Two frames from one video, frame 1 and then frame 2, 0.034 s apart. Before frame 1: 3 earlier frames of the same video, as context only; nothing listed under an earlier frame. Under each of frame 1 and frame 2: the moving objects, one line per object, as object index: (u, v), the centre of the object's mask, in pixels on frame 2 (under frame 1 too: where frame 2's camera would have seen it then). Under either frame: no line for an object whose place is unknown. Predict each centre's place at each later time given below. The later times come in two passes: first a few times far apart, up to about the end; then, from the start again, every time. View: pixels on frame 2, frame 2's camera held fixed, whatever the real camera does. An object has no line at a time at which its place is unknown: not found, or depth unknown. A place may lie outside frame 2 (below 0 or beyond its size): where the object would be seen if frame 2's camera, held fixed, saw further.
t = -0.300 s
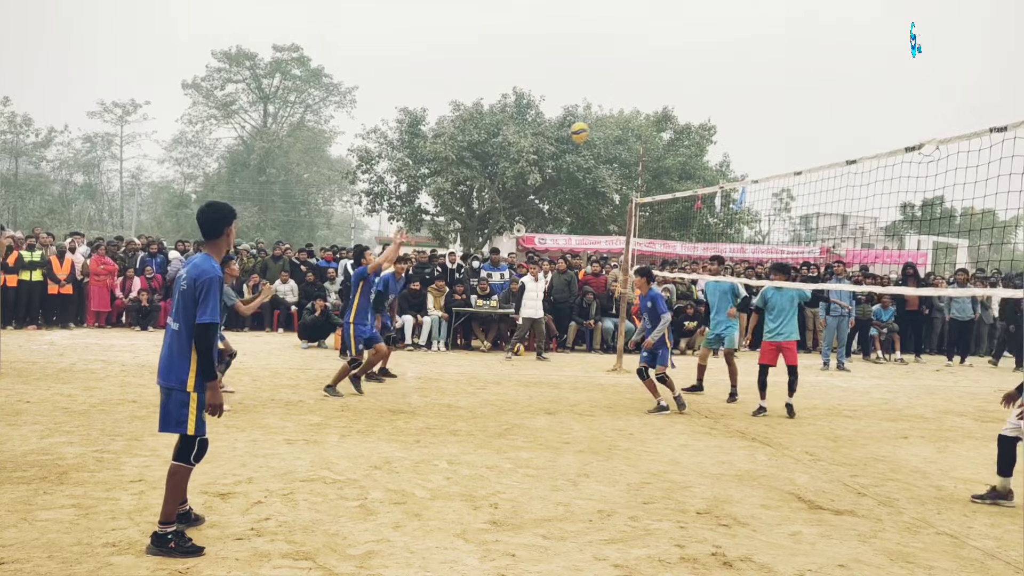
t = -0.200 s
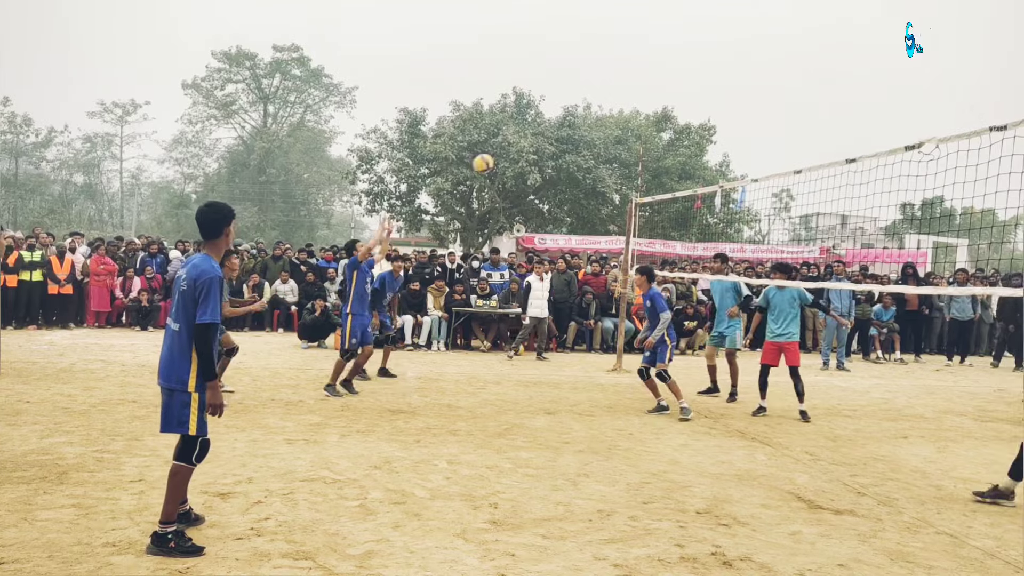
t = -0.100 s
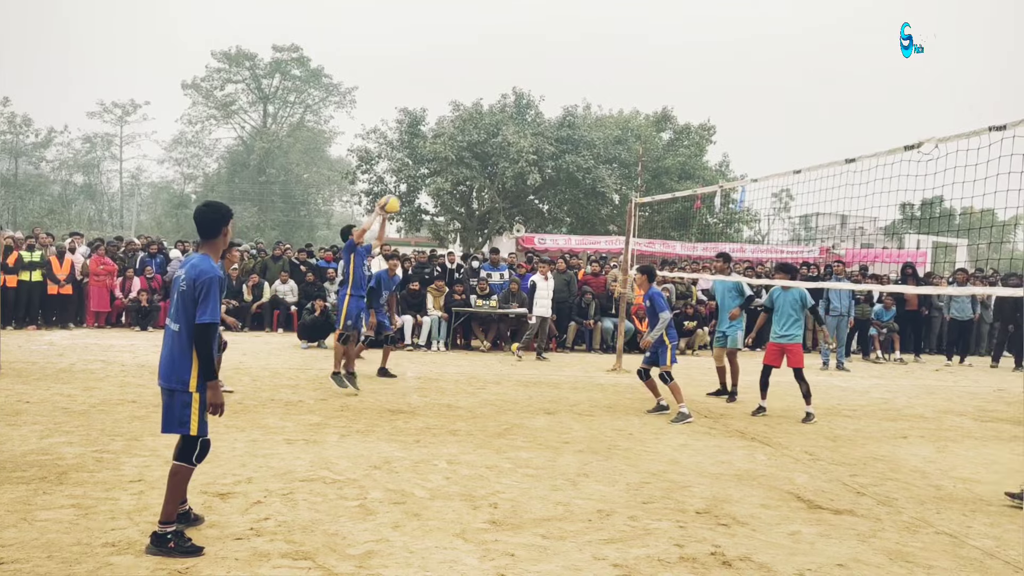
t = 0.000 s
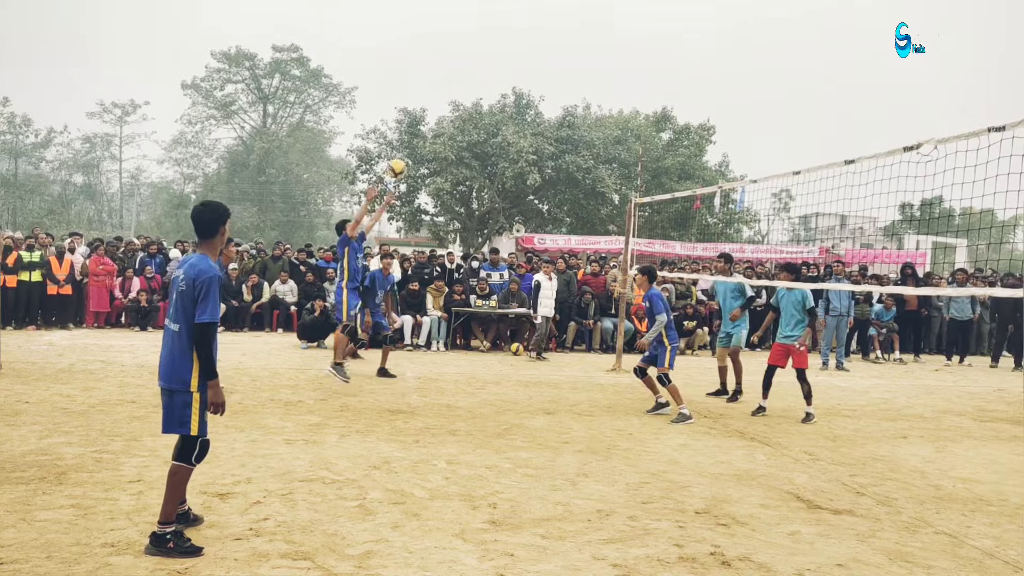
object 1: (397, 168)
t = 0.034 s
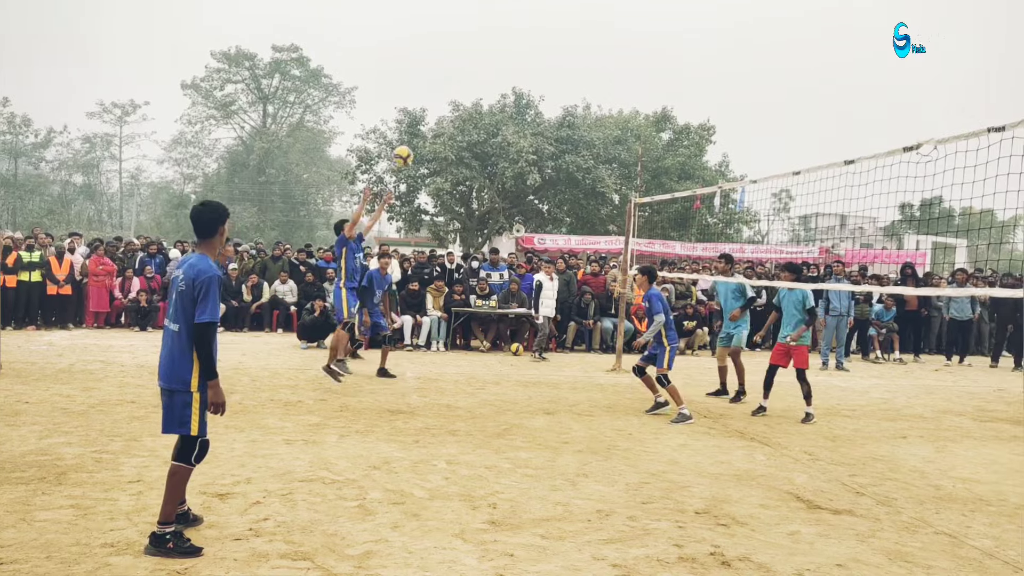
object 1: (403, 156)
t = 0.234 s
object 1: (442, 97)
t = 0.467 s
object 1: (488, 72)
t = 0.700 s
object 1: (531, 100)
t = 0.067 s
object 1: (409, 144)
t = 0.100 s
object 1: (416, 133)
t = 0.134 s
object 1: (422, 123)
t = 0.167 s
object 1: (429, 113)
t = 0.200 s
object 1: (436, 104)
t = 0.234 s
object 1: (442, 97)
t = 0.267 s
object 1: (449, 90)
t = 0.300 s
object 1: (455, 85)
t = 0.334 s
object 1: (462, 80)
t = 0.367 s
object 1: (469, 76)
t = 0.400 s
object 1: (475, 74)
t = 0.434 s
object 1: (481, 73)
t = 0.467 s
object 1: (488, 72)
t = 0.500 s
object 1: (494, 73)
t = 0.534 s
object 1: (500, 75)
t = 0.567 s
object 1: (507, 77)
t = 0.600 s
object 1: (513, 81)
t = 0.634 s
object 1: (519, 86)
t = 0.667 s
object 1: (525, 92)
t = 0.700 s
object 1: (531, 100)
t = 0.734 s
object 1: (538, 108)
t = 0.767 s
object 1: (545, 116)
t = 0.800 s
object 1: (549, 126)
